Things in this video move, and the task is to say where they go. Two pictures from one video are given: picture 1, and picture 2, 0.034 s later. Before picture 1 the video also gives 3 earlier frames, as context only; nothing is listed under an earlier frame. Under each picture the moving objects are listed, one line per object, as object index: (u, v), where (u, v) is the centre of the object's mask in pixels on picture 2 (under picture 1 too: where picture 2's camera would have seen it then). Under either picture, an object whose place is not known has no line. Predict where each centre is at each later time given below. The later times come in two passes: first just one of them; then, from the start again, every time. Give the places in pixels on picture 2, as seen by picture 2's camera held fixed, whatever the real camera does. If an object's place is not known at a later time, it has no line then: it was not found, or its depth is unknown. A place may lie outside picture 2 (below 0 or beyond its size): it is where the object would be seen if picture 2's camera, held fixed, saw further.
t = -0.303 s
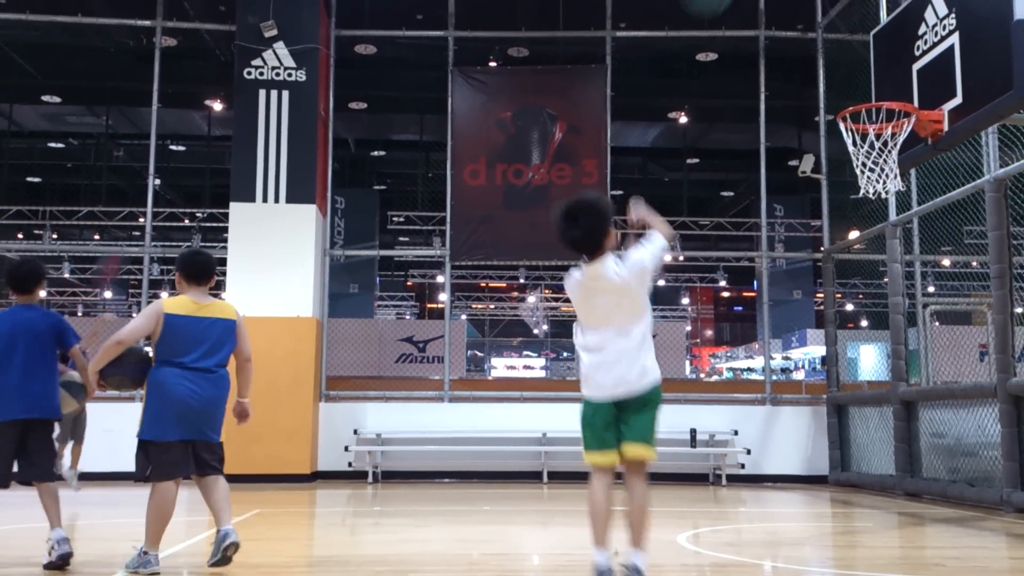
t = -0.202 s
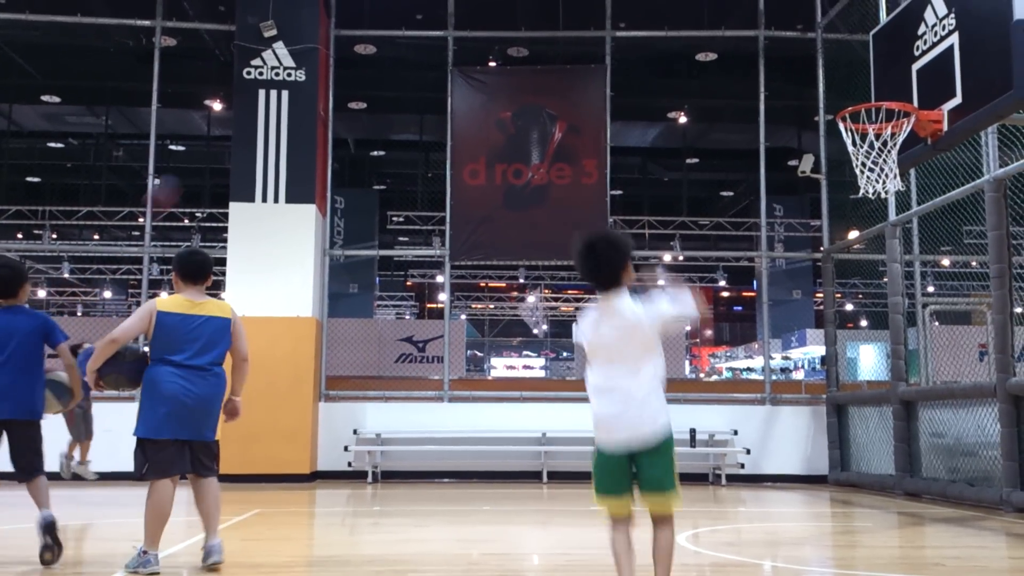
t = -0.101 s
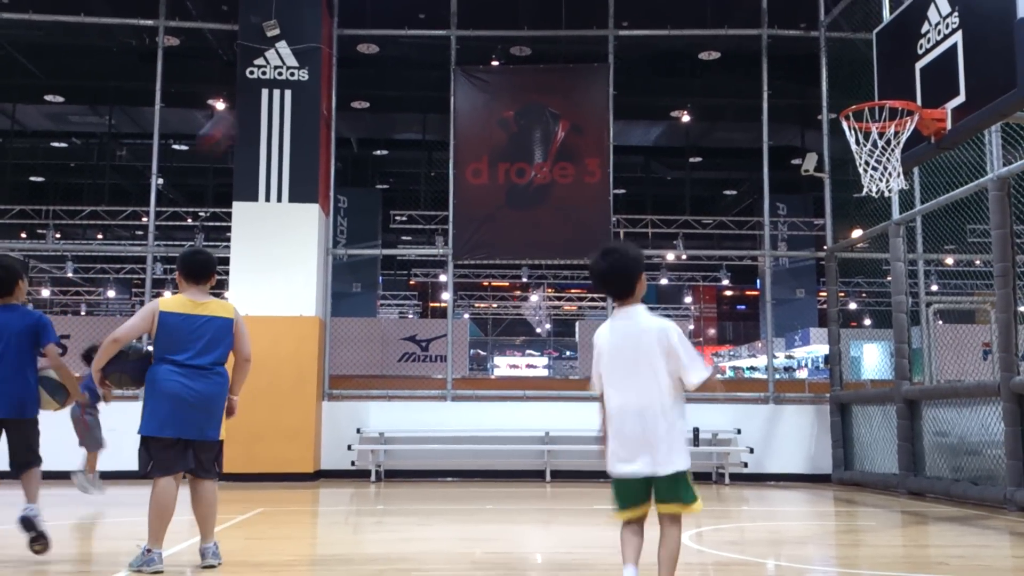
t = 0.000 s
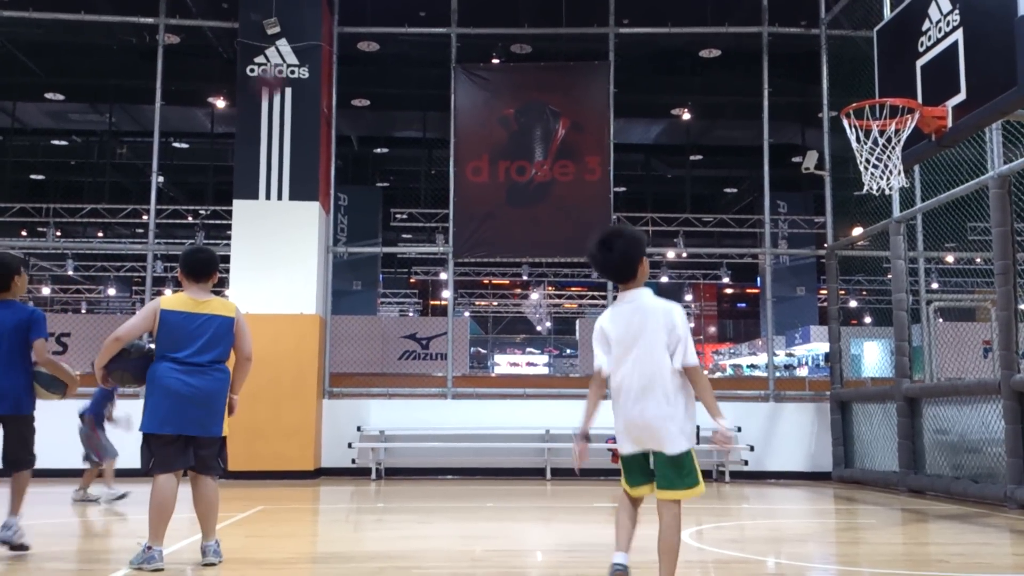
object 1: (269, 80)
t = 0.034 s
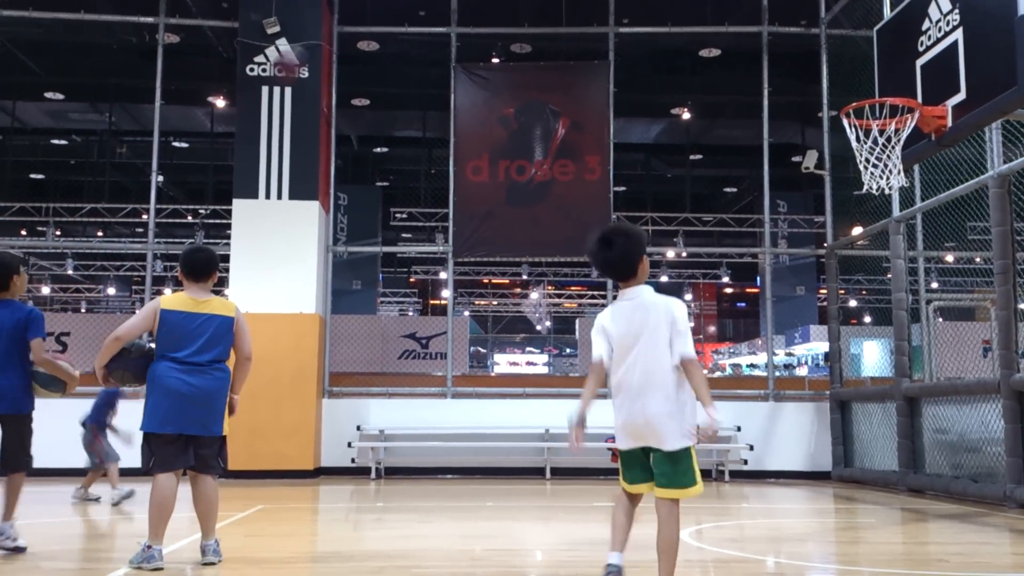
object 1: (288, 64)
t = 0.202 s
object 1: (375, 13)
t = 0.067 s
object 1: (308, 48)
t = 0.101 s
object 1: (323, 34)
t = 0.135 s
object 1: (341, 25)
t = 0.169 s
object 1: (358, 16)
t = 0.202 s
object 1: (375, 13)
